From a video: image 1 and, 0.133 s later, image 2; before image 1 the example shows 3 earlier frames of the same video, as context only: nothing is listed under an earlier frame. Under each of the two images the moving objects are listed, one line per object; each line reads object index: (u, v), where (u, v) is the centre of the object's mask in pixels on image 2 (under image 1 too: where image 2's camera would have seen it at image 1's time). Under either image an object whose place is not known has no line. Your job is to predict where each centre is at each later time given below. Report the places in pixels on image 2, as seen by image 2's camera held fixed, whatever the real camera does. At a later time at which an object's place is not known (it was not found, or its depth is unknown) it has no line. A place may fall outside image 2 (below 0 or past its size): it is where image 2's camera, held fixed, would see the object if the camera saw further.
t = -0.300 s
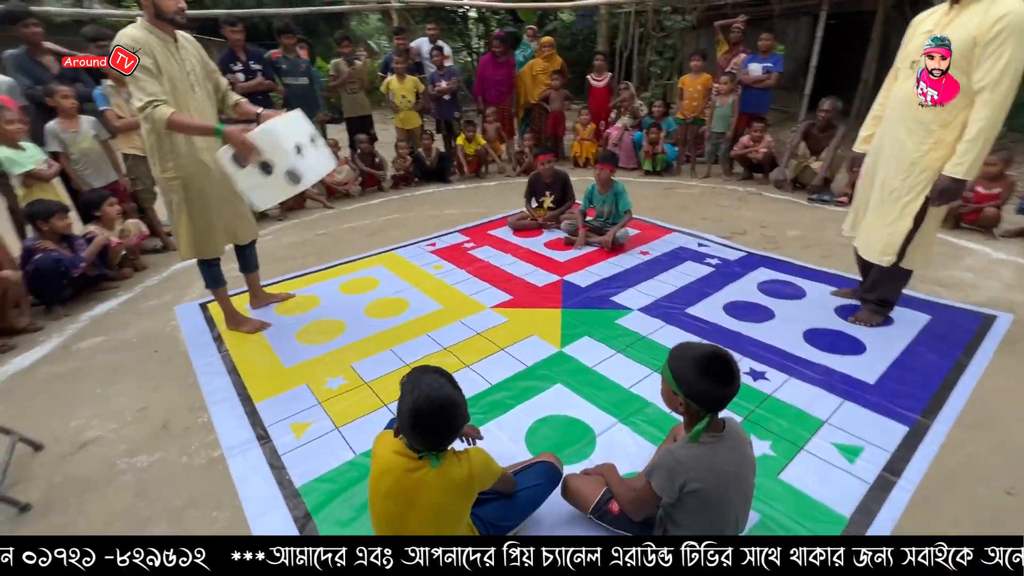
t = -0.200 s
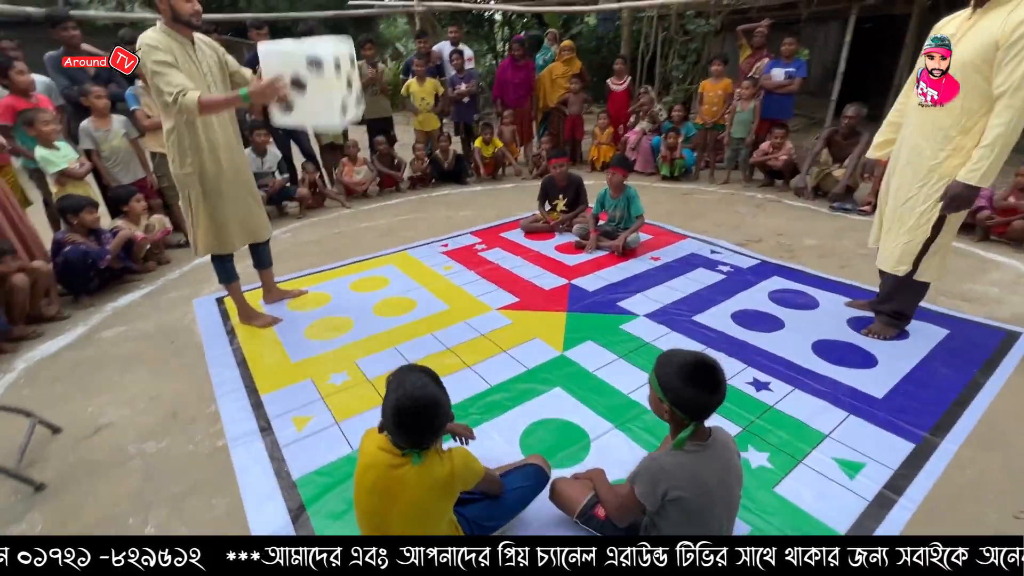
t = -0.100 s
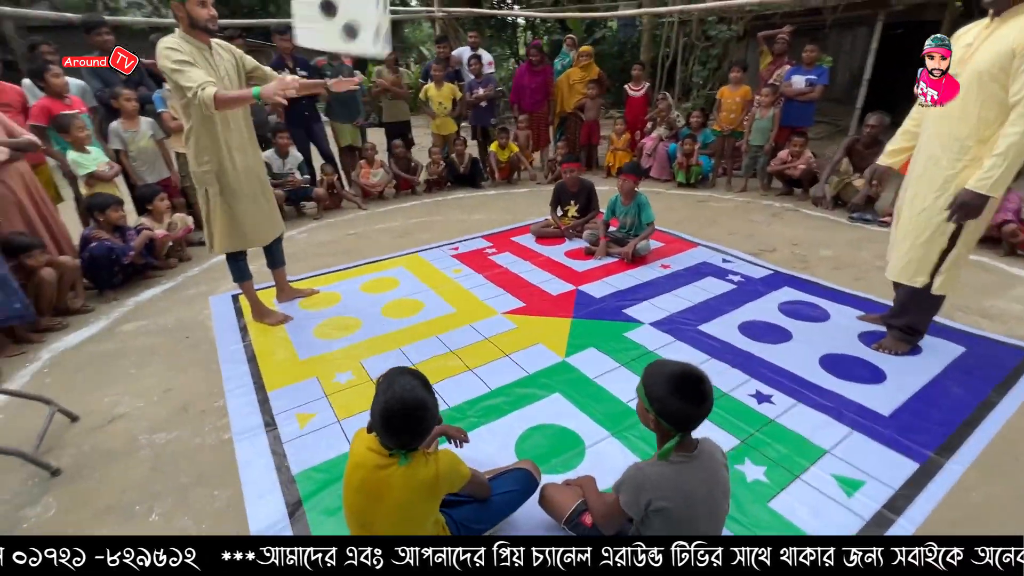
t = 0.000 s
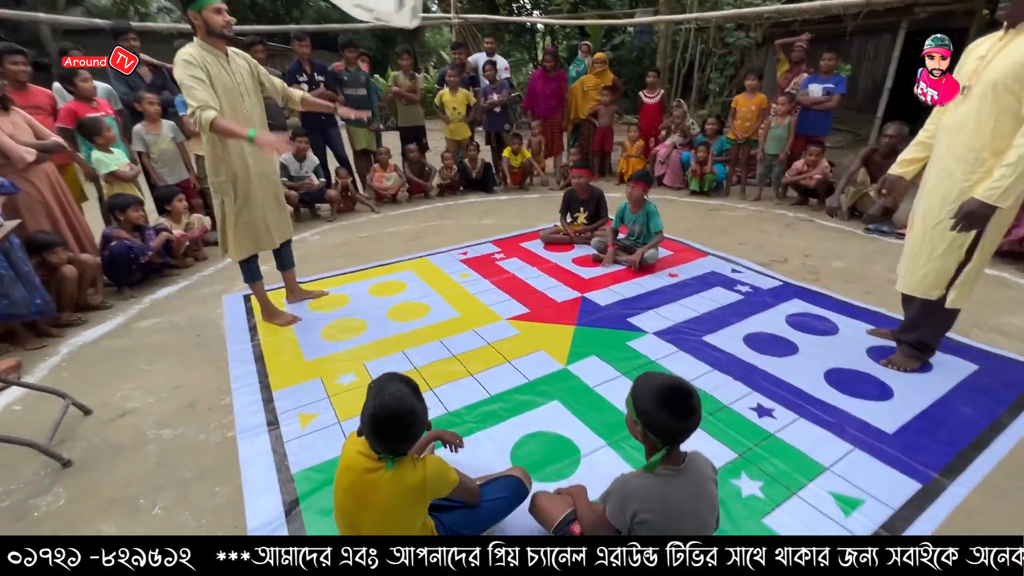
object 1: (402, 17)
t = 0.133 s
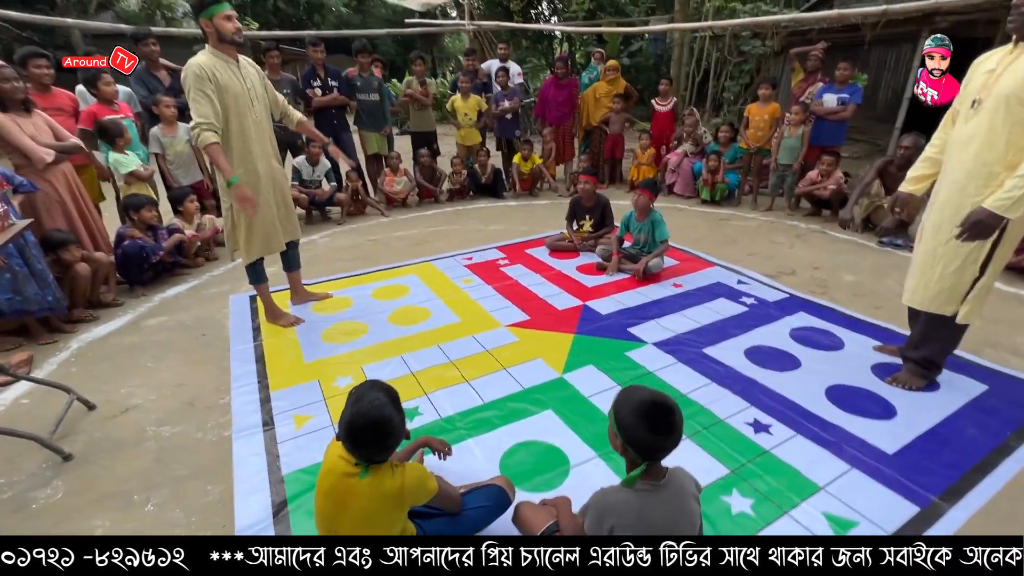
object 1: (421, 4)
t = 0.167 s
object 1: (433, 6)
